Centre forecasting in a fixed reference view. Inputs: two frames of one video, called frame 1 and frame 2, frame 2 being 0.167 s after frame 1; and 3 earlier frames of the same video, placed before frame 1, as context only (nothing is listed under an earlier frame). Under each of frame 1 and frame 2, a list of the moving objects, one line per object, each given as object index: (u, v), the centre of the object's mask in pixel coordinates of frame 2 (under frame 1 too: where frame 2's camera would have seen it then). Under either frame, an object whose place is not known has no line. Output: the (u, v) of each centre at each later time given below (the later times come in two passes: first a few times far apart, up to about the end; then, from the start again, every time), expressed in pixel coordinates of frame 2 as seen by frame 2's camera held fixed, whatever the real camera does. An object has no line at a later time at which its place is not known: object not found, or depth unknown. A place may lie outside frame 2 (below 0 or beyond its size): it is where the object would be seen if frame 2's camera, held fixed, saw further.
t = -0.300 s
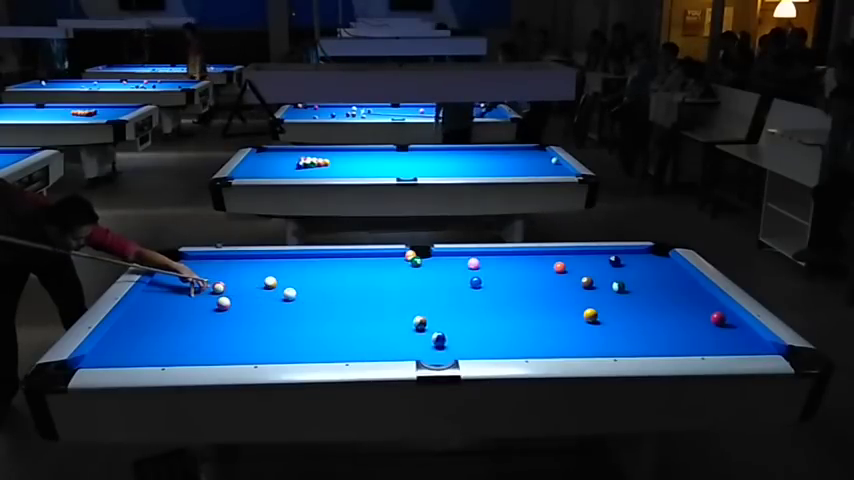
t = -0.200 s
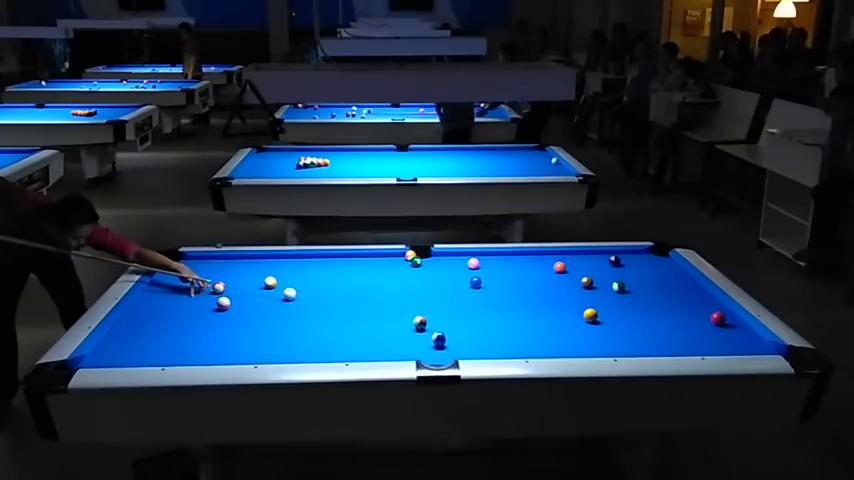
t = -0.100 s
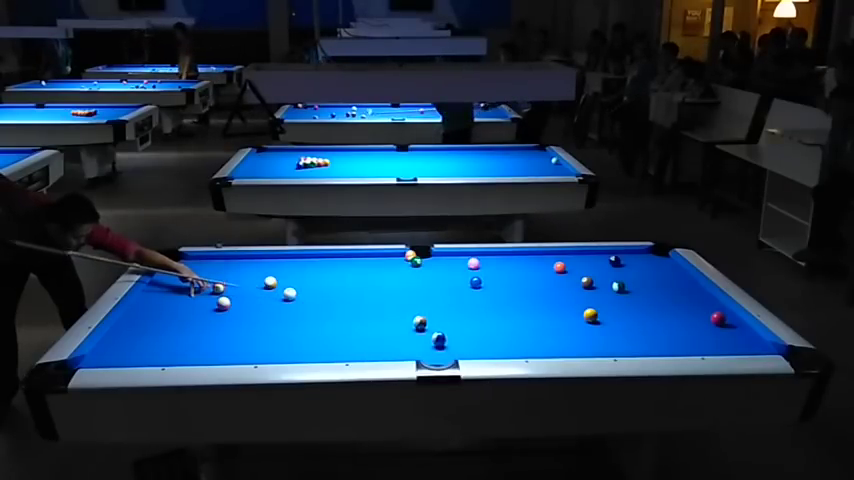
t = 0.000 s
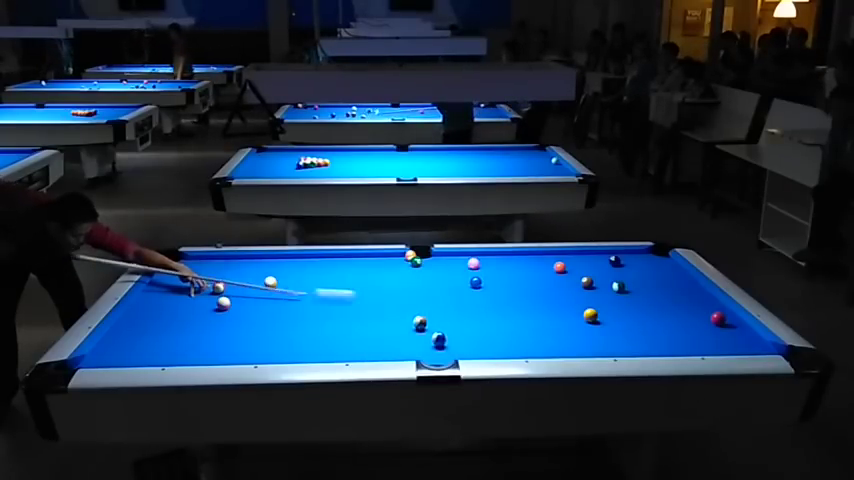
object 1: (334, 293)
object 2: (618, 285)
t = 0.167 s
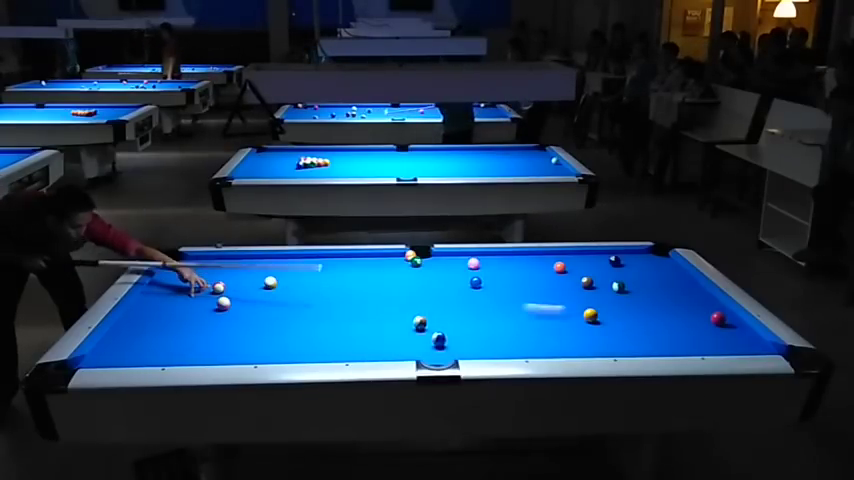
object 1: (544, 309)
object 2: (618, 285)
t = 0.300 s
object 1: (592, 301)
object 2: (618, 286)
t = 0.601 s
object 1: (631, 290)
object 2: (625, 275)
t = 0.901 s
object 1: (665, 288)
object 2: (636, 262)
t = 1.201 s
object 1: (696, 286)
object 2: (645, 252)
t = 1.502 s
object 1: (674, 280)
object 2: (665, 256)
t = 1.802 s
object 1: (653, 275)
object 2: (663, 261)
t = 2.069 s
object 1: (636, 271)
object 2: (661, 265)
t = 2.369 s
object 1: (618, 267)
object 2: (659, 269)
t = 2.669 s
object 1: (602, 263)
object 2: (657, 273)
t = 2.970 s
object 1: (587, 260)
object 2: (653, 275)
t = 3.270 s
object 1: (574, 257)
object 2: (652, 279)
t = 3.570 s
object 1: (564, 254)
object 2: (650, 281)
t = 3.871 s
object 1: (554, 252)
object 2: (649, 285)
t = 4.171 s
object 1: (550, 253)
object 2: (647, 286)
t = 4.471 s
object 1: (548, 254)
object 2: (646, 288)
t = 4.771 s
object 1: (546, 255)
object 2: (644, 289)
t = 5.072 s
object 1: (545, 256)
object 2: (643, 290)
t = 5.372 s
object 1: (545, 255)
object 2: (643, 290)
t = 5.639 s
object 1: (545, 256)
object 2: (643, 290)
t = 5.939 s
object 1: (545, 256)
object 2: (643, 290)
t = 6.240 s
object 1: (545, 256)
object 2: (643, 290)
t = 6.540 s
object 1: (545, 256)
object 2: (643, 290)
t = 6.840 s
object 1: (545, 256)
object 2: (643, 290)
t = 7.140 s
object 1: (545, 256)
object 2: (643, 290)
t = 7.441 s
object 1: (545, 256)
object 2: (643, 290)
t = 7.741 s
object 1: (545, 256)
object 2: (643, 290)
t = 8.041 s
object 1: (545, 256)
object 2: (643, 290)
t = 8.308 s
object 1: (545, 255)
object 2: (643, 290)
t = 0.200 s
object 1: (576, 310)
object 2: (618, 286)
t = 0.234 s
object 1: (583, 307)
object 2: (618, 286)
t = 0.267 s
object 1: (587, 305)
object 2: (618, 286)
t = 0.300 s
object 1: (592, 301)
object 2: (618, 286)
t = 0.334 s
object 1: (597, 298)
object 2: (618, 286)
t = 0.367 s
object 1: (601, 296)
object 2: (618, 286)
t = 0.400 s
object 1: (607, 294)
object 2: (618, 286)
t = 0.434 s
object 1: (612, 291)
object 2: (619, 286)
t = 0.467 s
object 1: (617, 290)
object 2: (619, 283)
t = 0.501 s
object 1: (621, 290)
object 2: (620, 281)
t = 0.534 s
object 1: (624, 290)
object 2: (622, 280)
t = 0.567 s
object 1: (628, 290)
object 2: (623, 277)
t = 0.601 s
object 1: (631, 290)
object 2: (625, 275)
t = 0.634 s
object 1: (636, 290)
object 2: (626, 273)
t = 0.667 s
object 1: (639, 290)
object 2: (628, 273)
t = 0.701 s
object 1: (643, 290)
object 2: (630, 272)
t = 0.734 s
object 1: (647, 289)
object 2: (631, 270)
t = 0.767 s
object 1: (651, 289)
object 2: (631, 267)
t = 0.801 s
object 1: (654, 289)
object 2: (631, 267)
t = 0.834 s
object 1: (658, 289)
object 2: (633, 265)
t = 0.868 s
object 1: (662, 288)
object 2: (634, 263)
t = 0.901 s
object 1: (665, 288)
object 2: (636, 262)
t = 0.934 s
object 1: (669, 288)
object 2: (637, 262)
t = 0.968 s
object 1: (672, 288)
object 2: (638, 260)
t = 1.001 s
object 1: (676, 287)
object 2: (638, 258)
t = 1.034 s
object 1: (679, 287)
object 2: (639, 257)
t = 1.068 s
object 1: (683, 287)
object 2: (639, 256)
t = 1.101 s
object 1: (686, 287)
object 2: (641, 254)
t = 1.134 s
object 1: (689, 286)
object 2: (642, 252)
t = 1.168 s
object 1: (693, 286)
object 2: (644, 253)
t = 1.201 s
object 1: (696, 286)
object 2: (645, 252)
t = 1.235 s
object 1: (695, 286)
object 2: (647, 253)
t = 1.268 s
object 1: (692, 285)
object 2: (649, 253)
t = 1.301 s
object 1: (690, 284)
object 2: (651, 253)
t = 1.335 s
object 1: (687, 283)
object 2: (654, 254)
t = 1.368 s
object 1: (684, 283)
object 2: (656, 254)
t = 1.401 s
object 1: (681, 282)
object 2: (659, 255)
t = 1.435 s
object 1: (679, 281)
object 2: (663, 256)
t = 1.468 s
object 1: (677, 281)
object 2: (664, 256)
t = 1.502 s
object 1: (674, 280)
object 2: (665, 256)
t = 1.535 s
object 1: (671, 279)
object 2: (665, 257)
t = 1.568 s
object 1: (669, 279)
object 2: (664, 257)
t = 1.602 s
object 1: (667, 278)
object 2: (665, 259)
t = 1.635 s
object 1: (664, 278)
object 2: (666, 259)
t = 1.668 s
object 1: (662, 277)
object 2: (666, 260)
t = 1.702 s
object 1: (660, 277)
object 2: (663, 259)
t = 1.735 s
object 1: (657, 276)
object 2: (663, 259)
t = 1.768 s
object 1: (655, 276)
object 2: (662, 260)
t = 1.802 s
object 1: (653, 275)
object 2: (663, 261)
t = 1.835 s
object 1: (650, 275)
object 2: (663, 262)
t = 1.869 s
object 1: (648, 274)
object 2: (663, 262)
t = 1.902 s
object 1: (646, 274)
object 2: (662, 262)
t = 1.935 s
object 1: (644, 273)
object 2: (662, 262)
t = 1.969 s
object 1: (642, 272)
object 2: (662, 263)
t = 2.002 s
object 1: (640, 272)
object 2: (661, 264)
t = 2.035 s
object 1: (637, 272)
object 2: (661, 264)
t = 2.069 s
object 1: (636, 271)
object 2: (661, 265)
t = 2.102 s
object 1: (633, 270)
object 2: (661, 266)
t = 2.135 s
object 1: (631, 270)
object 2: (661, 267)
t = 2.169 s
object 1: (629, 269)
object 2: (660, 266)
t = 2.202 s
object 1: (627, 269)
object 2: (659, 266)
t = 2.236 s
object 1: (625, 268)
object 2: (659, 266)
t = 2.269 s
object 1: (623, 268)
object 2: (659, 267)
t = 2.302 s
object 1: (622, 267)
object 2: (658, 268)
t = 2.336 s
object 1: (620, 267)
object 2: (658, 269)
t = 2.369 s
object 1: (618, 267)
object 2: (659, 269)
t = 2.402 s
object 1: (616, 266)
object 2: (658, 271)
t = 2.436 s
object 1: (614, 266)
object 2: (658, 270)
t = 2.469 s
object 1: (612, 265)
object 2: (658, 270)
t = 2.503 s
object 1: (610, 265)
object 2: (658, 270)
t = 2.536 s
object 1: (608, 264)
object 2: (657, 269)
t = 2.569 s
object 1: (607, 264)
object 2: (657, 270)
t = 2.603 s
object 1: (605, 264)
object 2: (657, 271)
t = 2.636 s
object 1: (604, 263)
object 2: (657, 272)
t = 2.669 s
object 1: (602, 263)
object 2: (657, 273)
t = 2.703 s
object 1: (600, 263)
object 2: (657, 274)
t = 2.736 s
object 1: (598, 262)
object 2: (657, 274)
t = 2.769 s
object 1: (597, 262)
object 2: (657, 275)
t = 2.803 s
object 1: (595, 261)
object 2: (656, 274)
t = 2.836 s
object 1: (593, 261)
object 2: (655, 275)
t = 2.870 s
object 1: (592, 261)
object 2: (655, 275)
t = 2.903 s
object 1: (590, 261)
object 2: (655, 275)
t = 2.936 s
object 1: (589, 260)
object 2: (654, 275)
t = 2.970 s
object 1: (587, 260)
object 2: (653, 275)
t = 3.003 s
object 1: (586, 259)
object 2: (653, 276)
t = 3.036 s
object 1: (584, 259)
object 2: (653, 277)
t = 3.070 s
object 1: (583, 259)
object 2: (653, 278)
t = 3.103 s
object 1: (582, 258)
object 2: (653, 278)
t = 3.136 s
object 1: (580, 258)
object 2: (652, 279)
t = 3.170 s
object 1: (579, 258)
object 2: (652, 280)
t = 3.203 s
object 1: (577, 258)
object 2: (653, 280)
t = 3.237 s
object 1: (576, 257)
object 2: (652, 279)
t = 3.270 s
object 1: (574, 257)
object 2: (652, 279)
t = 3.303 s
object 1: (573, 257)
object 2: (652, 279)
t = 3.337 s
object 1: (572, 256)
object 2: (652, 278)
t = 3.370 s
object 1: (571, 256)
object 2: (652, 279)
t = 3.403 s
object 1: (569, 256)
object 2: (652, 280)
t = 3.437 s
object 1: (568, 255)
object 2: (651, 279)
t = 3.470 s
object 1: (567, 255)
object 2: (651, 280)
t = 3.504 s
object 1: (566, 255)
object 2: (651, 280)
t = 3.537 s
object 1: (564, 255)
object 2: (651, 281)
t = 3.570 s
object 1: (564, 254)
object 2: (650, 281)
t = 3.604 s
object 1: (562, 254)
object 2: (650, 282)
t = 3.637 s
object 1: (561, 254)
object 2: (650, 282)
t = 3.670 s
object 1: (560, 254)
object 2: (650, 283)
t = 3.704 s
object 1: (559, 254)
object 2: (649, 283)
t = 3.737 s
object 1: (558, 253)
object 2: (649, 284)
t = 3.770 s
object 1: (557, 253)
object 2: (649, 284)
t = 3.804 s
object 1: (555, 253)
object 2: (649, 285)
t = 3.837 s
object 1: (554, 253)
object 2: (649, 285)
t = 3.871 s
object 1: (554, 252)
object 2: (649, 285)
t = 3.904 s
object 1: (553, 252)
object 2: (649, 285)
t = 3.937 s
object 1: (553, 253)
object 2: (649, 285)
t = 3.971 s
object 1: (553, 253)
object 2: (648, 285)
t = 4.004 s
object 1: (552, 253)
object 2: (648, 285)
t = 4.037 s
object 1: (552, 253)
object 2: (648, 285)
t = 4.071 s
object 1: (551, 253)
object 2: (648, 286)
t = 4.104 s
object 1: (551, 253)
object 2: (648, 286)
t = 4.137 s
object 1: (551, 253)
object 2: (647, 286)
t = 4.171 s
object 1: (550, 253)
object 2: (647, 286)
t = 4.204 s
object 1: (550, 253)
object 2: (647, 286)
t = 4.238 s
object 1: (550, 253)
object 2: (647, 286)
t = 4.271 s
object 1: (549, 254)
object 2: (647, 287)
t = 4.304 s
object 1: (550, 254)
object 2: (647, 287)
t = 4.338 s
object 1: (549, 254)
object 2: (647, 287)
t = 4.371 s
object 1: (549, 254)
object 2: (647, 287)
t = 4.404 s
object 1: (548, 254)
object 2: (647, 288)
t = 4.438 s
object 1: (548, 254)
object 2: (646, 288)
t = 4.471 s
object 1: (548, 254)
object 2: (646, 288)
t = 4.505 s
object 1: (548, 254)
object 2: (646, 288)
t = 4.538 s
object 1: (548, 255)
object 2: (645, 288)
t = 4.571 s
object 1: (547, 255)
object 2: (645, 288)
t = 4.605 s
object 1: (547, 255)
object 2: (645, 288)
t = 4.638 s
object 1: (547, 255)
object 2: (644, 288)
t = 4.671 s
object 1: (547, 255)
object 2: (644, 289)
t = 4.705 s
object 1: (546, 255)
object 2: (644, 289)
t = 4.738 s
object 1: (546, 255)
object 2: (644, 289)
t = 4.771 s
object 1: (546, 255)
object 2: (644, 289)
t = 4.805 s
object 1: (546, 255)
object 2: (644, 289)
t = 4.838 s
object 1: (546, 255)
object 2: (643, 289)
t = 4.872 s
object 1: (546, 255)
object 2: (643, 290)
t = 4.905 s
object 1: (545, 255)
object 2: (643, 290)
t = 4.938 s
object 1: (545, 255)
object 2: (643, 290)
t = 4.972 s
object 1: (544, 253)
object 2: (643, 290)
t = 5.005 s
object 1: (545, 255)
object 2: (643, 290)
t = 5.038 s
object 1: (545, 255)
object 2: (643, 290)
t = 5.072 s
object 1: (545, 256)
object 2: (643, 290)
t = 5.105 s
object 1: (545, 256)
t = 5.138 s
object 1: (545, 256)
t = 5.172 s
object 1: (545, 255)
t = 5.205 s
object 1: (545, 255)
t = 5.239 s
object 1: (545, 255)
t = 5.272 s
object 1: (545, 256)
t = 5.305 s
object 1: (545, 255)
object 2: (642, 290)
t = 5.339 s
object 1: (545, 255)
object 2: (643, 290)
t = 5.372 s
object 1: (545, 255)
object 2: (643, 290)
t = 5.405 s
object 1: (545, 256)
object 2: (643, 290)
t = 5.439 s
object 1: (545, 255)
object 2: (643, 290)
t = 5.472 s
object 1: (545, 255)
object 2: (643, 290)
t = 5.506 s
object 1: (545, 255)
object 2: (643, 290)
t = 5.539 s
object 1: (545, 256)
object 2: (643, 290)
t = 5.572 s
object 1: (545, 256)
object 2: (643, 290)
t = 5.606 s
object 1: (545, 256)
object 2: (643, 290)
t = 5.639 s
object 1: (545, 256)
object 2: (643, 290)
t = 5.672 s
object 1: (545, 256)
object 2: (643, 290)
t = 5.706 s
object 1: (545, 256)
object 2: (643, 290)
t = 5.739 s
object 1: (545, 256)
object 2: (643, 290)
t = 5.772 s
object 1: (545, 256)
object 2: (643, 290)
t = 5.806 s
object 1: (545, 256)
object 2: (643, 290)
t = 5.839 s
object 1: (545, 256)
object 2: (643, 290)
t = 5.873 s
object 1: (545, 256)
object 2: (643, 290)
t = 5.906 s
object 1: (545, 256)
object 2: (643, 290)
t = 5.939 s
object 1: (545, 256)
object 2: (643, 290)
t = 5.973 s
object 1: (545, 256)
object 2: (643, 290)
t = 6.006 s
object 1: (545, 256)
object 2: (643, 290)
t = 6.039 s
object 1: (545, 256)
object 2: (643, 290)
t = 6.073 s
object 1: (545, 256)
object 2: (643, 290)
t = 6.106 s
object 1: (545, 256)
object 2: (643, 290)
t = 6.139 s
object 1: (545, 256)
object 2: (643, 290)
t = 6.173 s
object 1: (545, 256)
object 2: (643, 290)
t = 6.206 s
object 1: (545, 256)
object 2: (643, 290)
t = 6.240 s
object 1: (545, 256)
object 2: (643, 290)
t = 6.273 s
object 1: (545, 256)
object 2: (643, 290)
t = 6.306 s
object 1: (545, 256)
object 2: (643, 290)
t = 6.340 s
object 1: (545, 256)
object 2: (643, 290)
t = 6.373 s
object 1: (545, 256)
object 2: (643, 290)
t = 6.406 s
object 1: (545, 256)
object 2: (643, 290)
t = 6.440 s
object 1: (545, 256)
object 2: (643, 290)
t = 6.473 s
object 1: (545, 256)
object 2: (643, 290)
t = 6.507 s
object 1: (545, 256)
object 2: (643, 290)
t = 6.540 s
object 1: (545, 256)
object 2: (643, 290)
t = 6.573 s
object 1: (545, 256)
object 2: (643, 290)
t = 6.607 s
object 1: (545, 256)
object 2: (643, 290)
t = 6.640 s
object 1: (545, 256)
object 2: (643, 290)
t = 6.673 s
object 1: (545, 256)
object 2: (643, 290)
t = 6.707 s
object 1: (545, 256)
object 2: (643, 290)
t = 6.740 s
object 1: (545, 256)
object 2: (643, 290)
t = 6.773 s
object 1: (545, 256)
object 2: (643, 290)
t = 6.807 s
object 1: (545, 256)
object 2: (643, 290)
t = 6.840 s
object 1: (545, 256)
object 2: (643, 290)
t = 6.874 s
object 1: (545, 256)
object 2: (643, 290)
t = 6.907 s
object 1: (545, 256)
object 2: (643, 290)
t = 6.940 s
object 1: (545, 256)
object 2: (643, 290)
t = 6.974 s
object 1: (545, 256)
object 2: (643, 290)
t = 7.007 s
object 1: (545, 256)
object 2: (643, 290)
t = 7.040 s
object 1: (545, 256)
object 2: (643, 290)
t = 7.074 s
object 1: (545, 256)
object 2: (643, 290)
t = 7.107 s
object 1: (545, 256)
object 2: (643, 290)
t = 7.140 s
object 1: (545, 256)
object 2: (643, 290)
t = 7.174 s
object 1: (545, 256)
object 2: (643, 290)
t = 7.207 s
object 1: (545, 256)
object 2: (643, 290)
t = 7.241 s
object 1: (545, 256)
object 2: (643, 290)
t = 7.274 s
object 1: (545, 256)
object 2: (643, 290)
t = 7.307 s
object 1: (545, 256)
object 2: (643, 290)
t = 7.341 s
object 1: (545, 256)
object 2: (643, 290)
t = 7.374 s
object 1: (545, 256)
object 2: (643, 290)
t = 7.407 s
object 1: (545, 256)
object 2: (643, 290)
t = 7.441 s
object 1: (545, 256)
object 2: (643, 290)
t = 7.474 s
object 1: (545, 256)
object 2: (643, 290)
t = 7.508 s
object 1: (545, 256)
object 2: (643, 290)
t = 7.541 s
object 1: (545, 256)
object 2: (643, 290)
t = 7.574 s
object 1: (545, 256)
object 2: (643, 290)
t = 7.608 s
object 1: (545, 256)
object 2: (643, 290)
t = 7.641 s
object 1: (545, 256)
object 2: (643, 290)
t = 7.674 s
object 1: (545, 256)
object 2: (643, 290)
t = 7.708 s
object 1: (545, 256)
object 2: (643, 290)
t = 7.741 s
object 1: (545, 256)
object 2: (643, 290)
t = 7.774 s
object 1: (545, 256)
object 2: (643, 290)
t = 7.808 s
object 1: (545, 255)
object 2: (643, 290)
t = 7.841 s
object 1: (545, 256)
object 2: (643, 290)
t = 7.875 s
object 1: (545, 255)
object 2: (643, 290)
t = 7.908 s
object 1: (545, 256)
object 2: (643, 290)
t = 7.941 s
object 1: (545, 255)
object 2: (643, 290)
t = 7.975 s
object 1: (545, 256)
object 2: (643, 290)
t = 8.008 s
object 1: (545, 255)
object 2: (643, 290)
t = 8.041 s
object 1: (545, 256)
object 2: (643, 290)
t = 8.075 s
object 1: (545, 255)
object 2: (643, 290)
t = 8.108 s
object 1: (545, 255)
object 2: (643, 290)
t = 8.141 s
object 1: (545, 256)
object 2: (643, 290)
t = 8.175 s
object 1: (545, 255)
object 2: (643, 290)
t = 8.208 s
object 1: (545, 255)
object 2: (643, 290)
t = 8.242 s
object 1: (545, 255)
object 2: (643, 290)
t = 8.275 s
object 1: (545, 256)
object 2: (643, 290)
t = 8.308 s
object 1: (545, 255)
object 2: (643, 290)
